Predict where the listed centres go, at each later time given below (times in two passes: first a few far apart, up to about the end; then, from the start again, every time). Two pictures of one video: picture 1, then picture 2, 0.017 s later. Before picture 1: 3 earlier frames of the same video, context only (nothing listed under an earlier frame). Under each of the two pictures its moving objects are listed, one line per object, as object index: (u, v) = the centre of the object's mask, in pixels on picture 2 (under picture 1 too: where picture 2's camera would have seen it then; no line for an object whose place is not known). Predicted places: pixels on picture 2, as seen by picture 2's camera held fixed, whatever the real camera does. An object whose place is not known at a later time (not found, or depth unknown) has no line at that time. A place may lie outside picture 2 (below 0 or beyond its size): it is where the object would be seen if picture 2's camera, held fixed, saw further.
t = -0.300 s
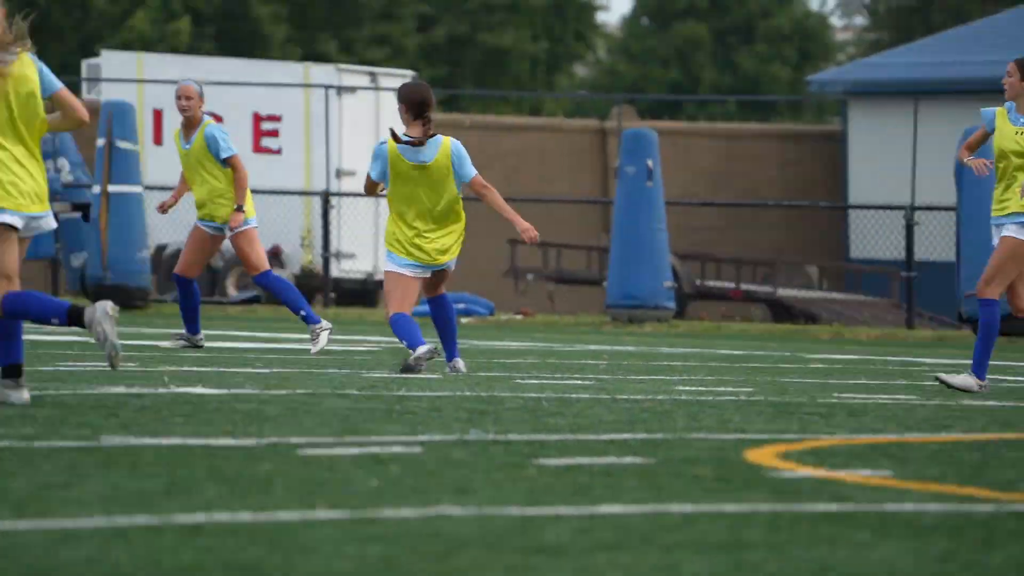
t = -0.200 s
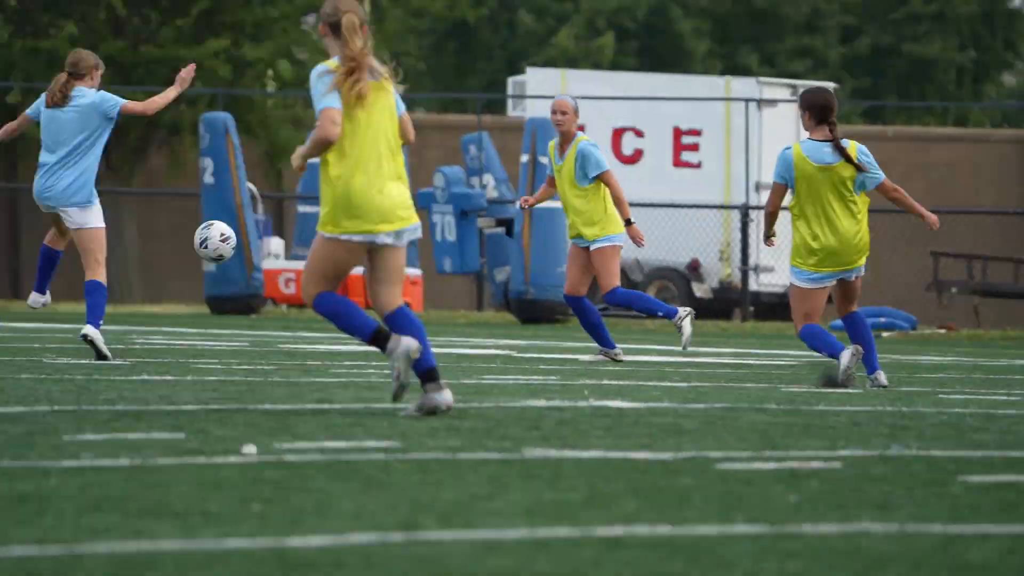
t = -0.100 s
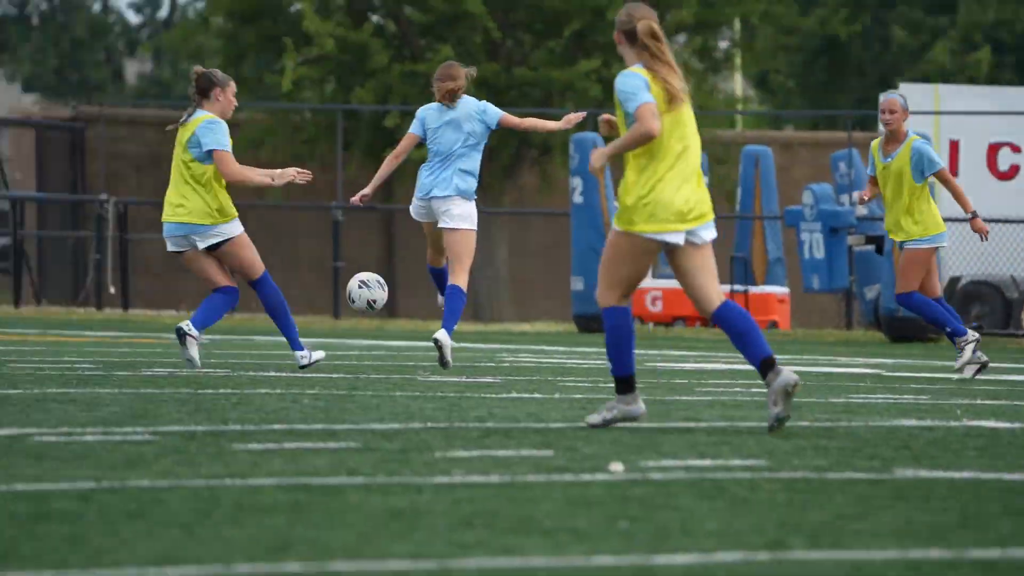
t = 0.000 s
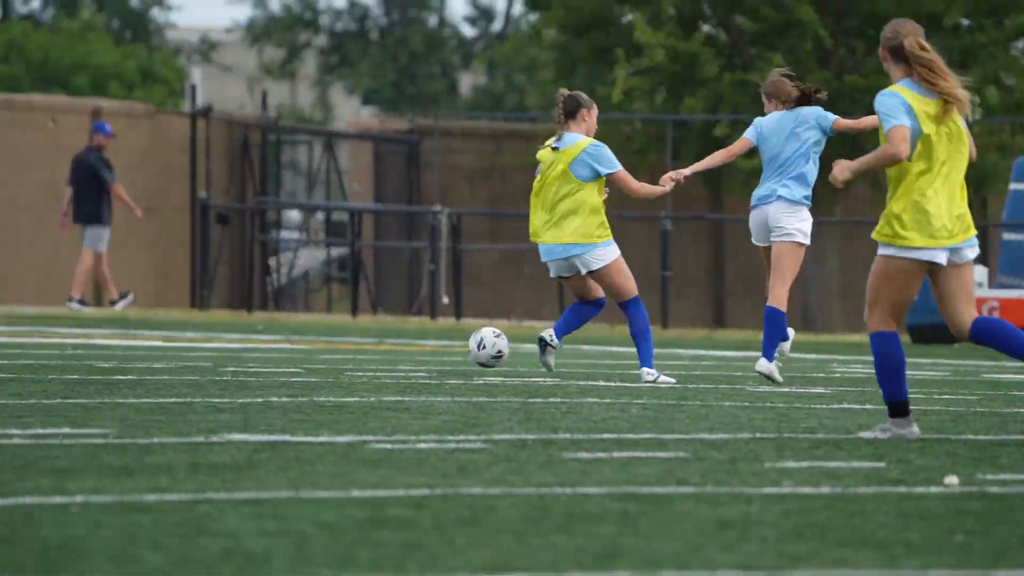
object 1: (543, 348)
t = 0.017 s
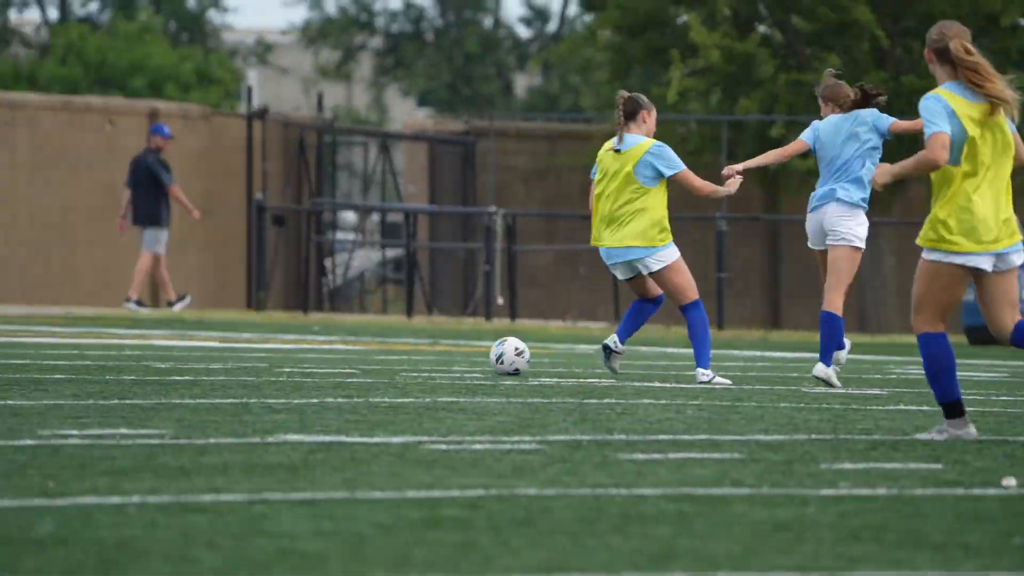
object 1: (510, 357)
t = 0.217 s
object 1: (198, 295)
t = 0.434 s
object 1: (-140, 307)
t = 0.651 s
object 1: (-456, 308)
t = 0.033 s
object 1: (481, 355)
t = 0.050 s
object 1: (455, 347)
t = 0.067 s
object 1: (429, 339)
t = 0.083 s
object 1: (404, 332)
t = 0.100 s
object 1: (378, 326)
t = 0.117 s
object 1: (352, 320)
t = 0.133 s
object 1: (326, 314)
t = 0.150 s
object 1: (301, 309)
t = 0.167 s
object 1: (275, 305)
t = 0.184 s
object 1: (250, 301)
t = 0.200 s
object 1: (224, 298)
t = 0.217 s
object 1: (198, 295)
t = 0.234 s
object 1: (173, 293)
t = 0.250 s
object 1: (147, 291)
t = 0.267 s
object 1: (121, 290)
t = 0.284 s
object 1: (95, 289)
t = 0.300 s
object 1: (70, 289)
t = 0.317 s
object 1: (43, 289)
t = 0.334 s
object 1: (17, 290)
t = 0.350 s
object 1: (-9, 291)
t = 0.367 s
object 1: (-35, 293)
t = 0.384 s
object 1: (-62, 295)
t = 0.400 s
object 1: (-88, 299)
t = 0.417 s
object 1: (-114, 303)
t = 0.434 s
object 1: (-140, 307)
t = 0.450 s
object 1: (-168, 313)
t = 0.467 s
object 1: (-194, 318)
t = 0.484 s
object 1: (-221, 324)
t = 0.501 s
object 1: (-248, 331)
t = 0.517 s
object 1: (-276, 338)
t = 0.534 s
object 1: (-300, 336)
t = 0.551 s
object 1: (-321, 331)
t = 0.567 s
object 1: (-344, 326)
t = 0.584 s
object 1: (-365, 321)
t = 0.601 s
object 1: (-388, 317)
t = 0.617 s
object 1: (-411, 314)
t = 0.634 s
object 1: (-434, 310)
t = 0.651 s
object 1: (-456, 308)
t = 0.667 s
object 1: (-479, 306)
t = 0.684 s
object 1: (-503, 305)
